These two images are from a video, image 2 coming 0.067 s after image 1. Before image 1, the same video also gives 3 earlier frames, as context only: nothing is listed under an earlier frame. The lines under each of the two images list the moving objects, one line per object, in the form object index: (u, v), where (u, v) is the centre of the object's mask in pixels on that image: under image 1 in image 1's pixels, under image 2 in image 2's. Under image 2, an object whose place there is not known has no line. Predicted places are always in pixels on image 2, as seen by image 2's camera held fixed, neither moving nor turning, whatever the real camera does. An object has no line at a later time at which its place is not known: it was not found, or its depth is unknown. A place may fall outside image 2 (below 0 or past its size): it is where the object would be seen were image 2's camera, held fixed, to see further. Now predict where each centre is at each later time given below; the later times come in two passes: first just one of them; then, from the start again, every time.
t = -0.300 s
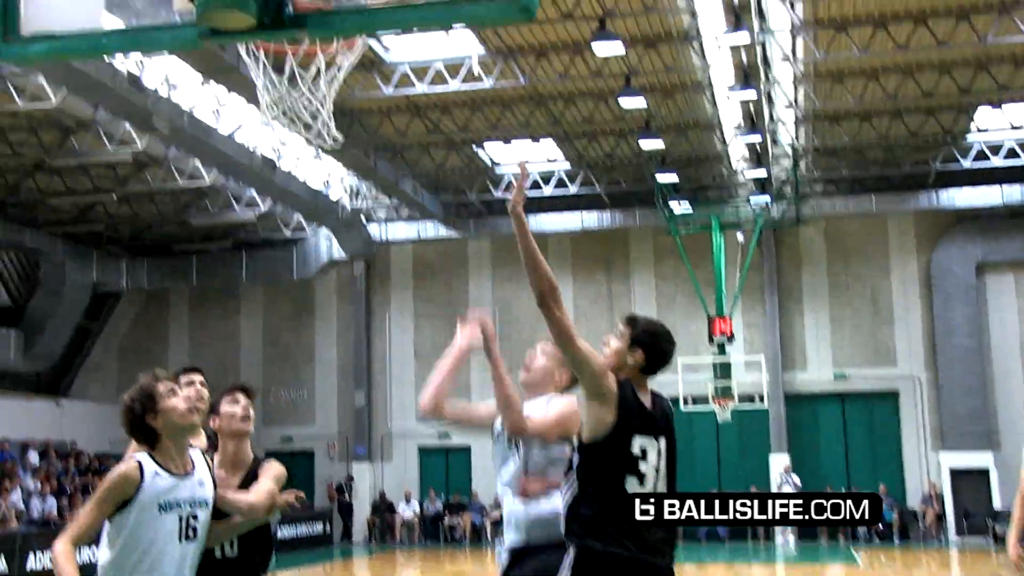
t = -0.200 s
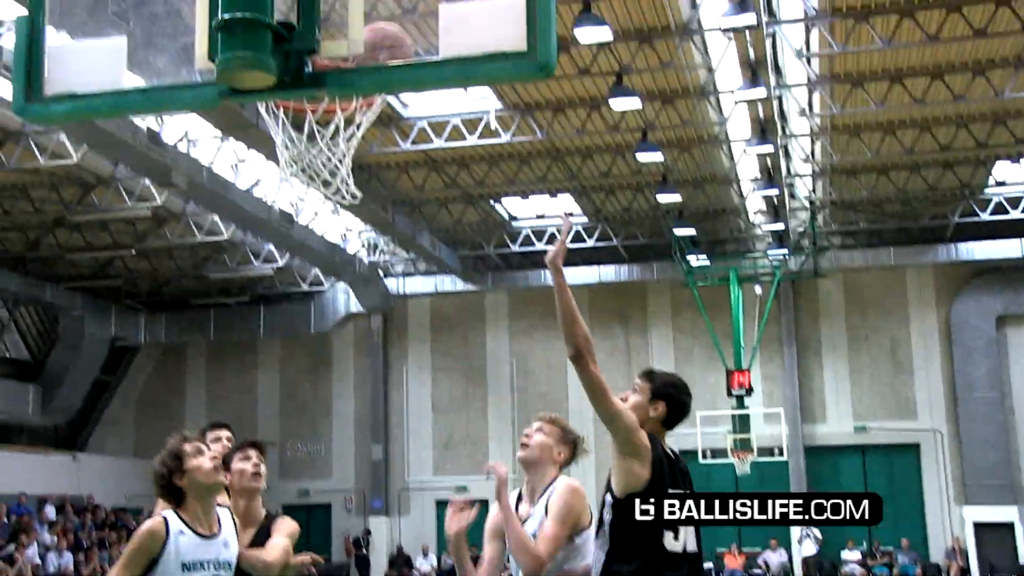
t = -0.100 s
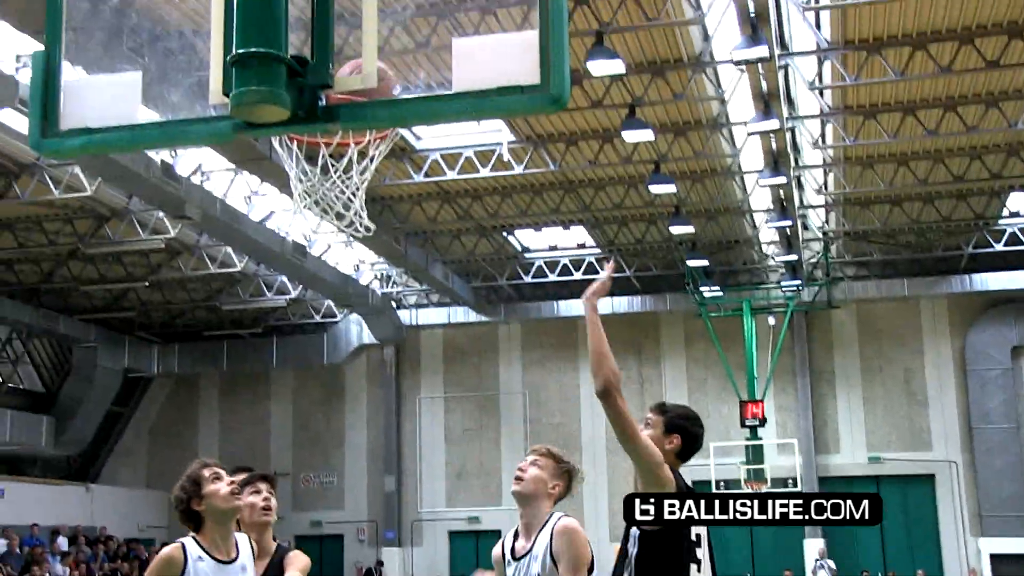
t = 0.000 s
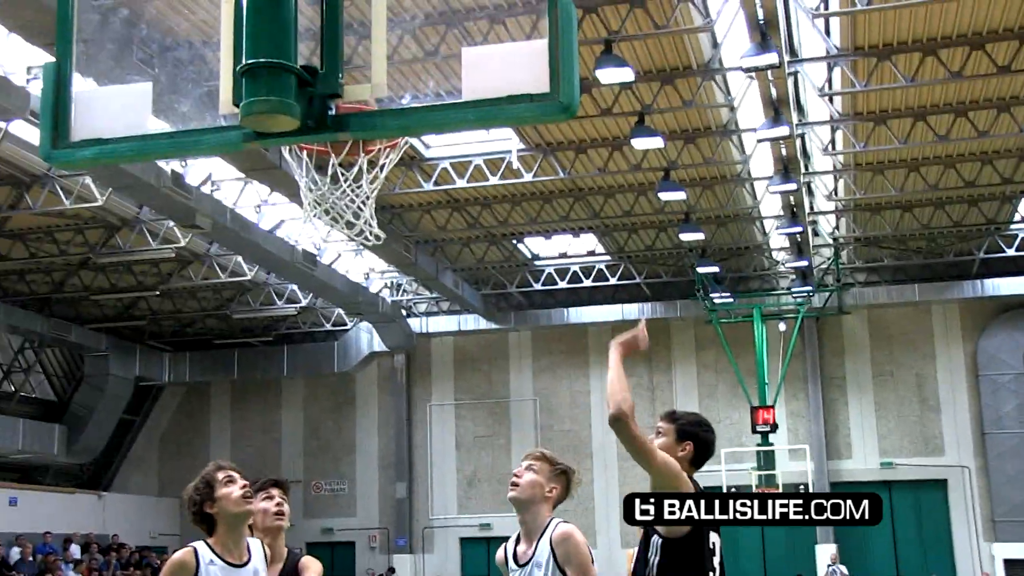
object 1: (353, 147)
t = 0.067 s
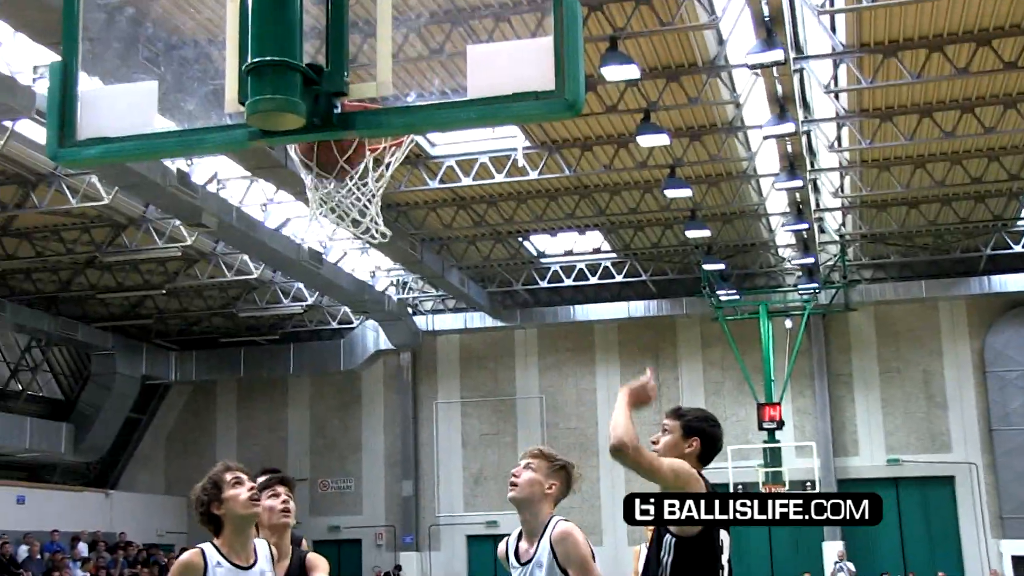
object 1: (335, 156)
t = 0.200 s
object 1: (310, 192)
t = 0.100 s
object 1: (321, 167)
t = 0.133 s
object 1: (315, 176)
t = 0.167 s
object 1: (311, 185)
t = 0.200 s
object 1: (310, 192)
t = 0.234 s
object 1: (309, 200)
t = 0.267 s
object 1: (308, 211)
